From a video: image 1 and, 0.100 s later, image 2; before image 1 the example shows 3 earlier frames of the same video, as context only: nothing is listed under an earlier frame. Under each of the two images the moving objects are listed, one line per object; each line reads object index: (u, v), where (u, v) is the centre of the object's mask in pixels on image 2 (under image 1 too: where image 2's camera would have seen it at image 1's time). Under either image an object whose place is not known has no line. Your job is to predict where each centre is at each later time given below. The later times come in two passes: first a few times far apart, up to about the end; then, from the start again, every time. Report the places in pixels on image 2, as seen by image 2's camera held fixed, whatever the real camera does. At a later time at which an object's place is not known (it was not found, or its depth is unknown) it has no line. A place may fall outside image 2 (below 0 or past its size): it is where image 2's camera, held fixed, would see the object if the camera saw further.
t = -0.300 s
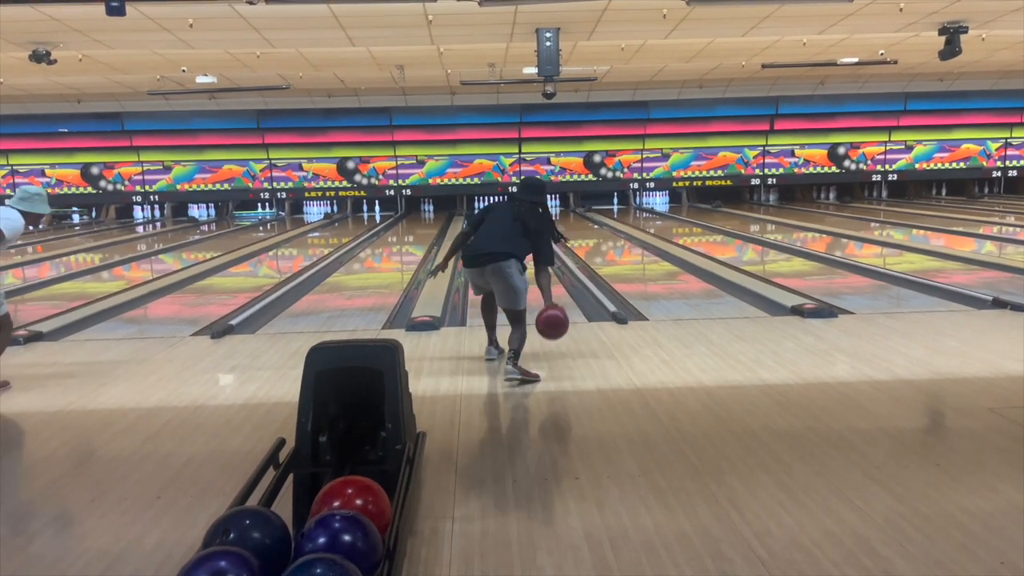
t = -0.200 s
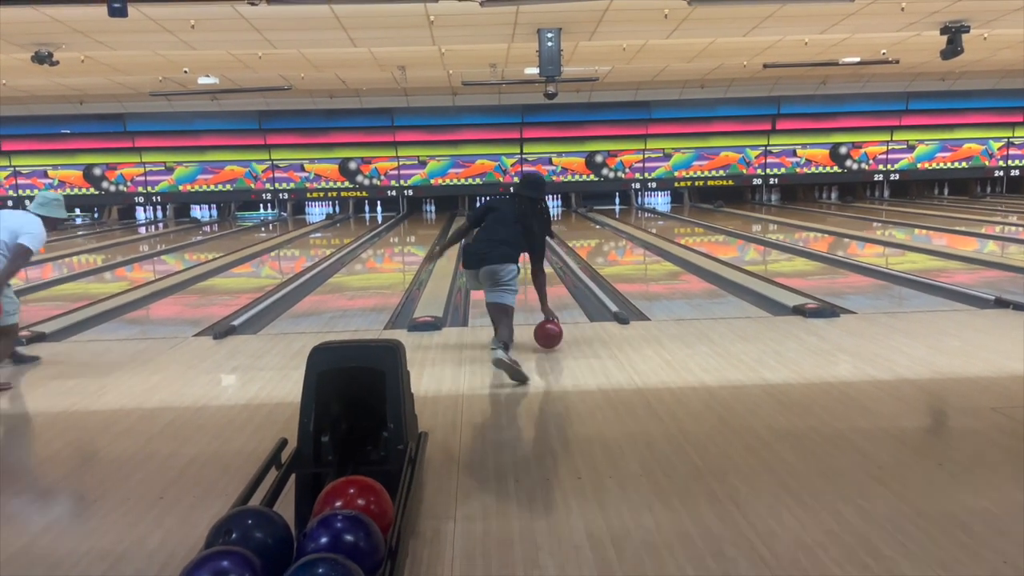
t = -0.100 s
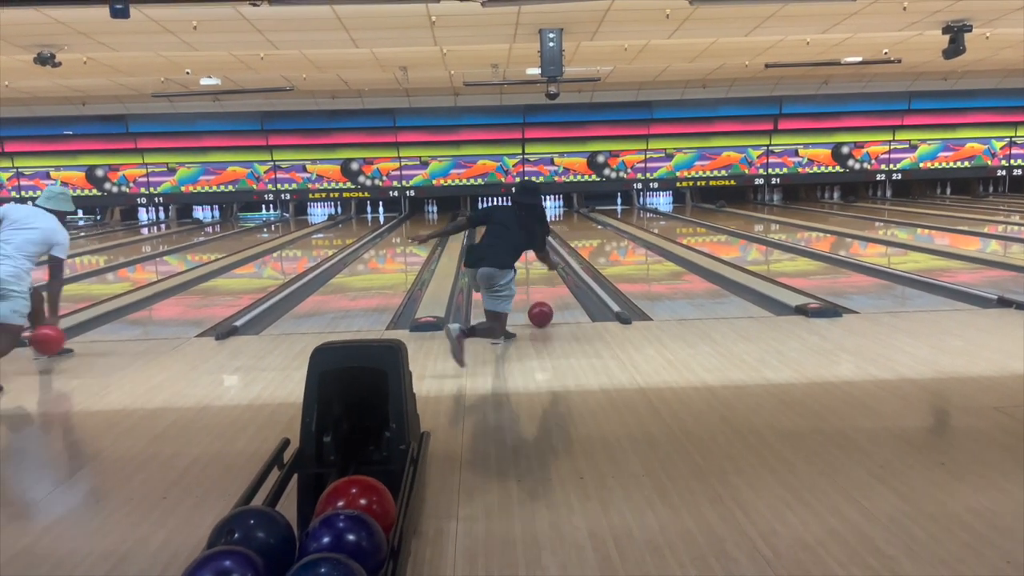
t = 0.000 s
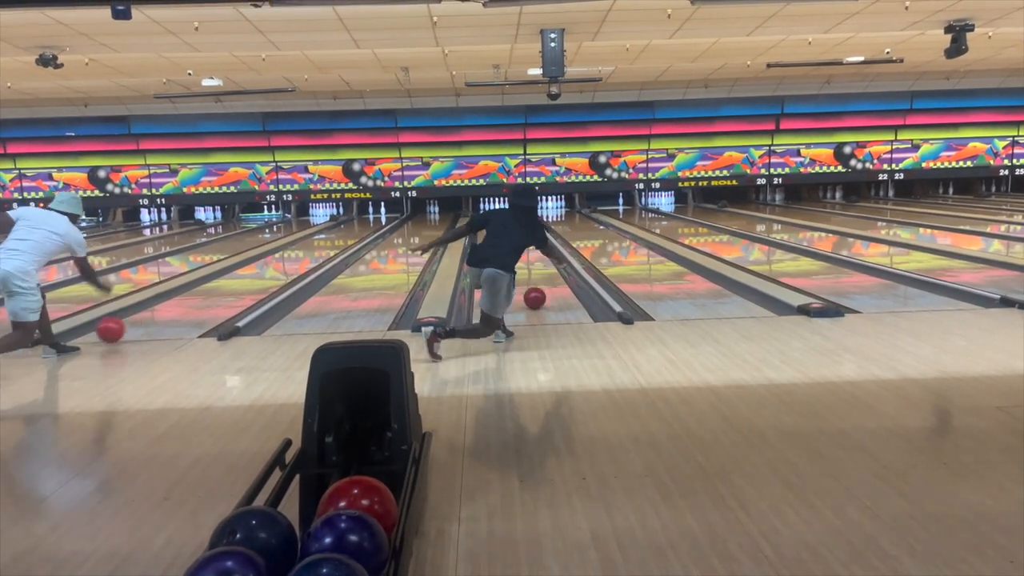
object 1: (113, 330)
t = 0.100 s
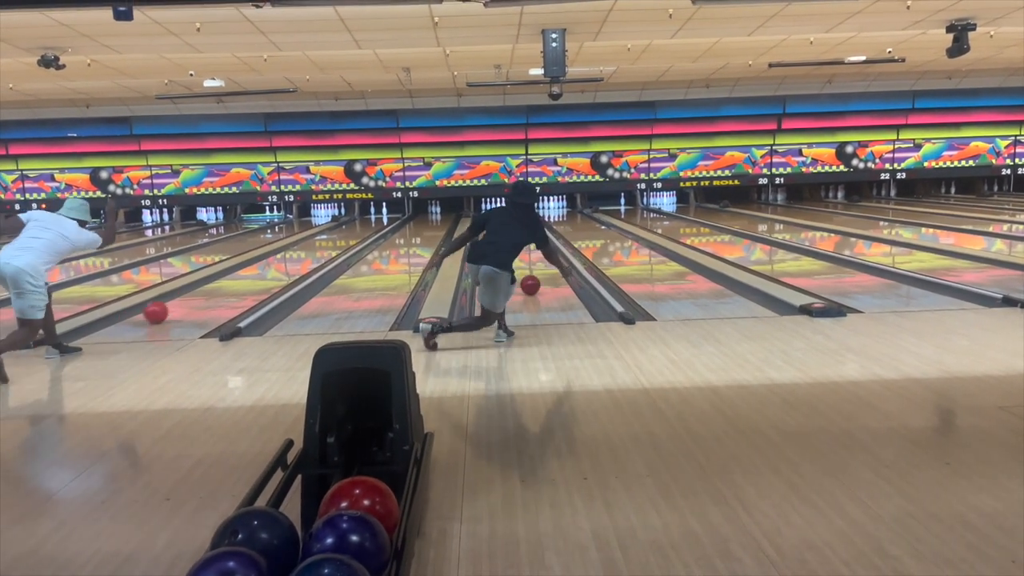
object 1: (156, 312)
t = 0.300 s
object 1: (216, 283)
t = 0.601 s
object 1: (270, 256)
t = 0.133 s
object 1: (168, 306)
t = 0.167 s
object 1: (179, 301)
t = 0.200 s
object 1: (189, 296)
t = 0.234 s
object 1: (199, 291)
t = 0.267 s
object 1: (207, 287)
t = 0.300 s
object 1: (216, 283)
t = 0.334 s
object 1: (223, 279)
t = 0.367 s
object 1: (231, 275)
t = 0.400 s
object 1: (237, 273)
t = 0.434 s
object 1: (244, 269)
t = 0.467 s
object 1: (250, 266)
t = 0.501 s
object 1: (256, 263)
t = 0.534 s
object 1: (261, 261)
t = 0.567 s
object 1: (266, 259)
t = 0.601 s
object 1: (270, 256)
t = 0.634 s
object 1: (275, 254)
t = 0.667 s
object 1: (280, 251)
